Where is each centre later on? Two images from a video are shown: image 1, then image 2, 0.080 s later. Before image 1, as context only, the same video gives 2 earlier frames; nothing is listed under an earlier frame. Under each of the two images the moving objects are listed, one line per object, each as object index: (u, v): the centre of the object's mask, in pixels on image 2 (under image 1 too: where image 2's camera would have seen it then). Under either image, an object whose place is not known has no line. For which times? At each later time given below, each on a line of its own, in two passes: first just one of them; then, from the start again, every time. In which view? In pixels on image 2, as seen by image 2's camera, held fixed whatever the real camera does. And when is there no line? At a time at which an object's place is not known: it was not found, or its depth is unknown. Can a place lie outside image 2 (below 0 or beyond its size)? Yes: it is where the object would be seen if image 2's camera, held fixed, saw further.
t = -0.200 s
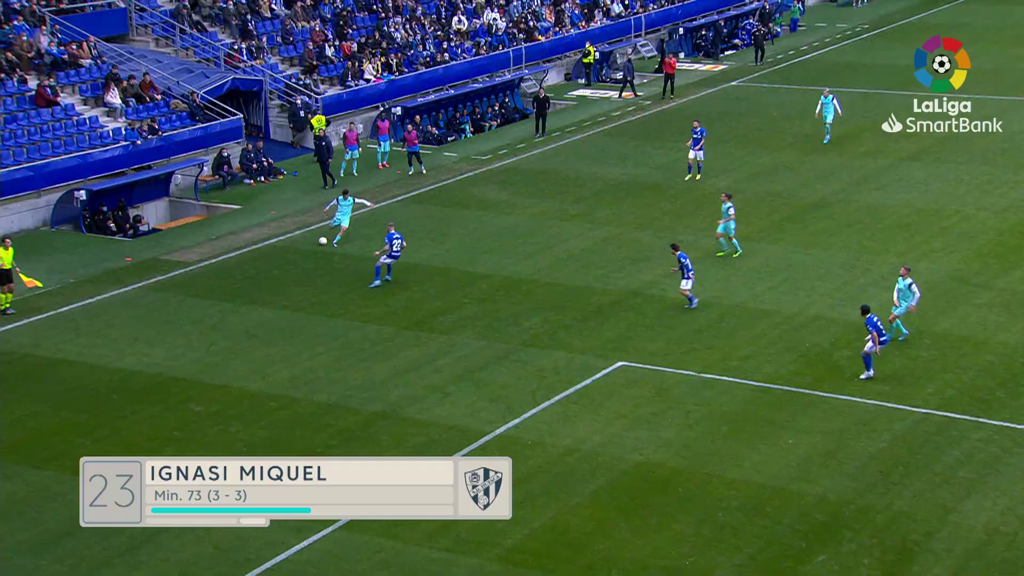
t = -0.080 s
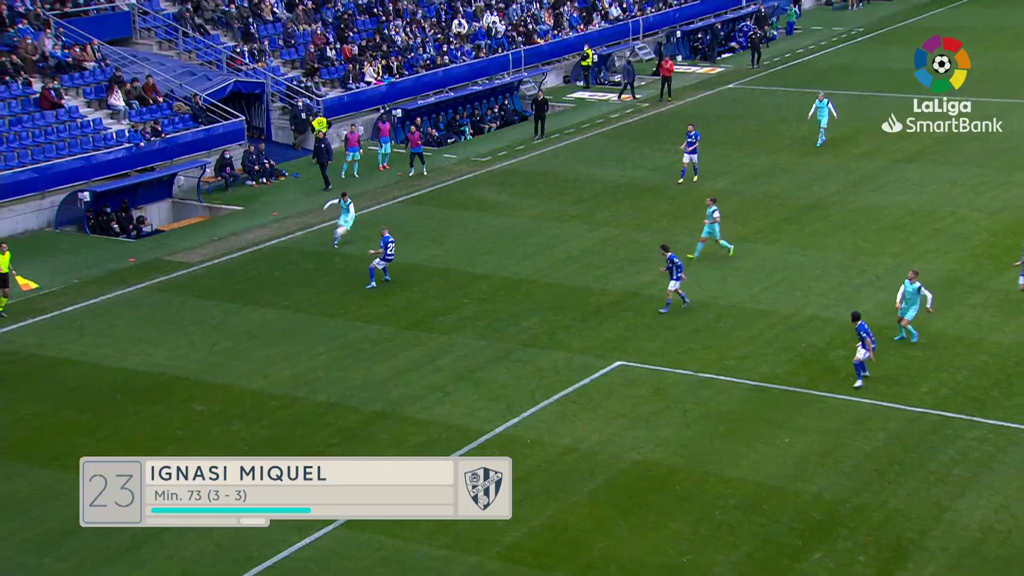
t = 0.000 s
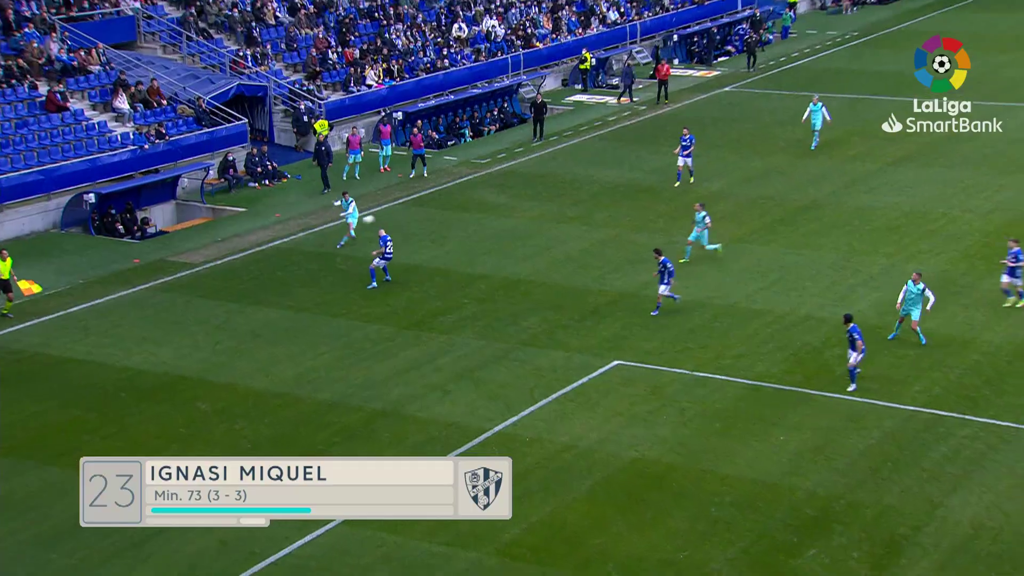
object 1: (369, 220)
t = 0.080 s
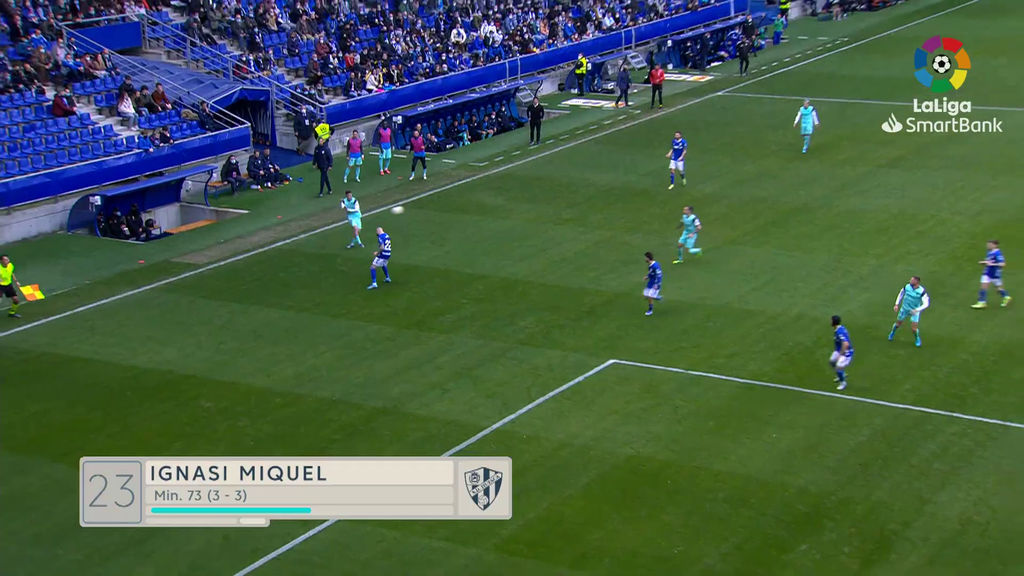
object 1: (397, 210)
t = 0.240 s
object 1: (463, 195)
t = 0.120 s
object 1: (413, 205)
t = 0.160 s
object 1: (429, 202)
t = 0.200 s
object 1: (445, 198)
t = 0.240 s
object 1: (463, 195)
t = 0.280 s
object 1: (480, 193)
